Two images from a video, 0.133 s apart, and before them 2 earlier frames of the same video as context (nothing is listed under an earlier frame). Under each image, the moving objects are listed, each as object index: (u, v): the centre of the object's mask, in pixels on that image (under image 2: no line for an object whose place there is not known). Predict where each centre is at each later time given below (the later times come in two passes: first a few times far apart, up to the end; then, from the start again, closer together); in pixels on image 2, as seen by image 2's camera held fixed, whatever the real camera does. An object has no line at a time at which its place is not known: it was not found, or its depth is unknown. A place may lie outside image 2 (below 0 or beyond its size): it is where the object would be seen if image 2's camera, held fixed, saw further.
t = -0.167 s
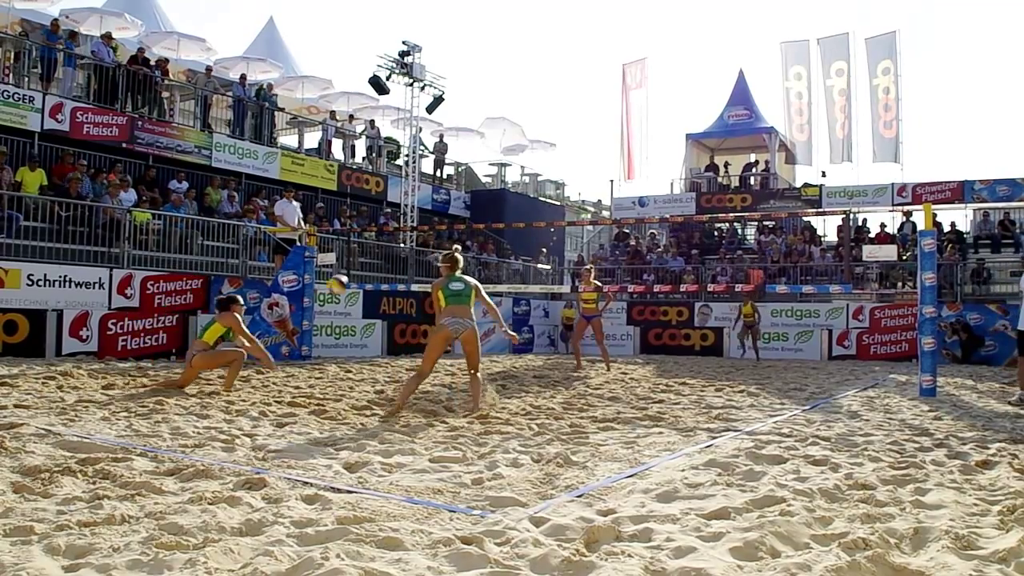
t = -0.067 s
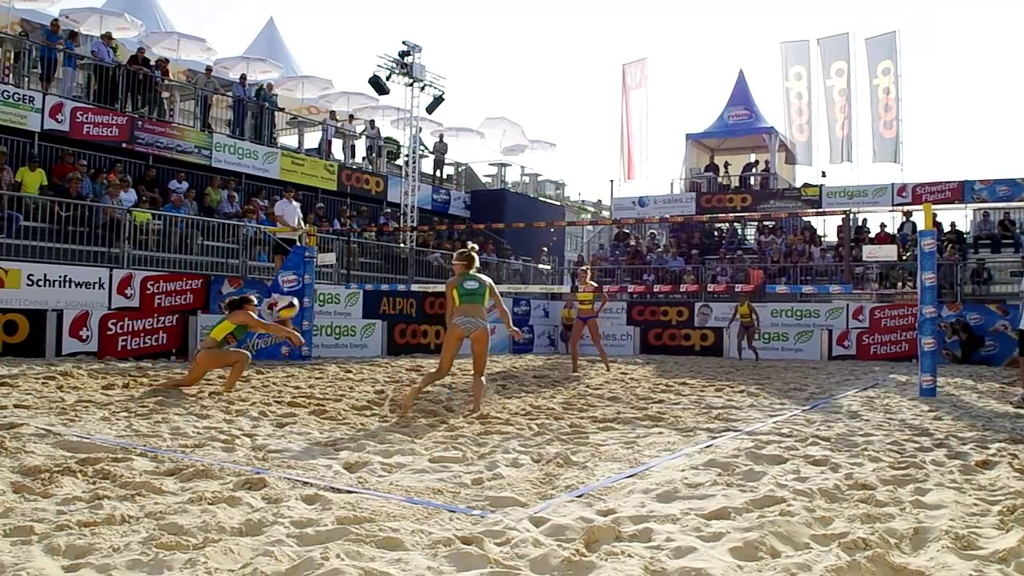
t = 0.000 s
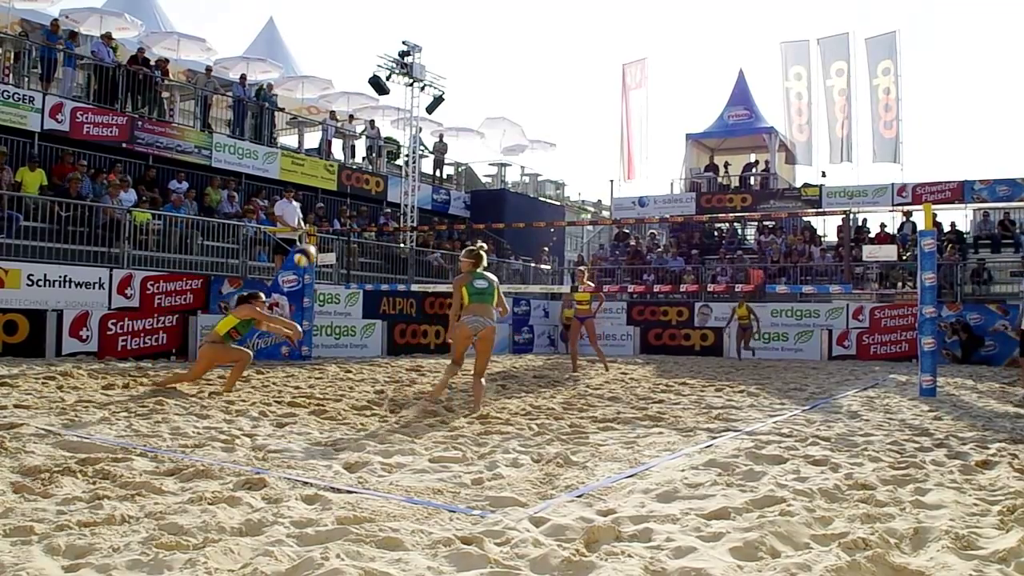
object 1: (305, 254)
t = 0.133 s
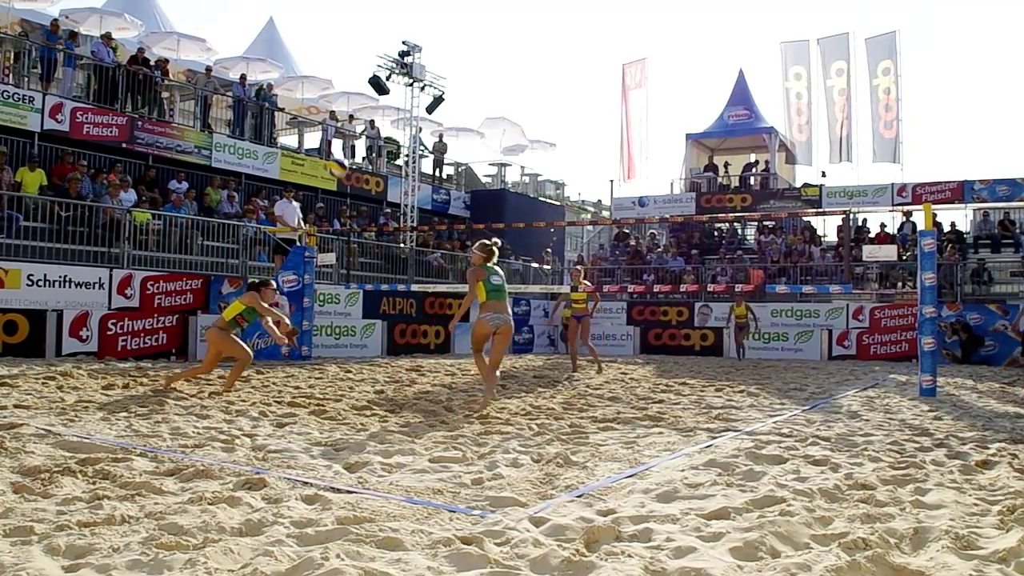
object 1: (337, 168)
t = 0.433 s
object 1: (403, 46)
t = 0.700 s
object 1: (453, 11)
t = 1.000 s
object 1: (502, 44)
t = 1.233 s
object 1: (538, 118)
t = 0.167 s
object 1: (345, 149)
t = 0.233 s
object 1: (359, 116)
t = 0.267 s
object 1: (368, 101)
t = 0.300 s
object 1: (376, 86)
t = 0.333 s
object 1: (382, 75)
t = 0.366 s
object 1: (389, 64)
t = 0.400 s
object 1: (395, 53)
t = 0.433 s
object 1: (403, 46)
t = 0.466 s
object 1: (409, 38)
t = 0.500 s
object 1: (416, 30)
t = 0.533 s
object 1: (422, 25)
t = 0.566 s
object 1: (429, 20)
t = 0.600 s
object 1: (435, 16)
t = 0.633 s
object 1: (441, 13)
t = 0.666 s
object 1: (447, 11)
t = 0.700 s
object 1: (453, 11)
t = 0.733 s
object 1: (459, 11)
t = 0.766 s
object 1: (464, 12)
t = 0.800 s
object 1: (470, 14)
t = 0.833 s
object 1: (475, 16)
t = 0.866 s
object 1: (481, 20)
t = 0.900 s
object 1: (486, 25)
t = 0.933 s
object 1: (492, 30)
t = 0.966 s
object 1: (497, 37)
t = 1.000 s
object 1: (502, 44)
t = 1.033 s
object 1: (508, 52)
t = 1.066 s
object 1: (513, 61)
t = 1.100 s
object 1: (518, 70)
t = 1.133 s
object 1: (523, 81)
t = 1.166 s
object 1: (528, 93)
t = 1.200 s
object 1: (533, 105)
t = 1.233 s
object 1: (538, 118)
